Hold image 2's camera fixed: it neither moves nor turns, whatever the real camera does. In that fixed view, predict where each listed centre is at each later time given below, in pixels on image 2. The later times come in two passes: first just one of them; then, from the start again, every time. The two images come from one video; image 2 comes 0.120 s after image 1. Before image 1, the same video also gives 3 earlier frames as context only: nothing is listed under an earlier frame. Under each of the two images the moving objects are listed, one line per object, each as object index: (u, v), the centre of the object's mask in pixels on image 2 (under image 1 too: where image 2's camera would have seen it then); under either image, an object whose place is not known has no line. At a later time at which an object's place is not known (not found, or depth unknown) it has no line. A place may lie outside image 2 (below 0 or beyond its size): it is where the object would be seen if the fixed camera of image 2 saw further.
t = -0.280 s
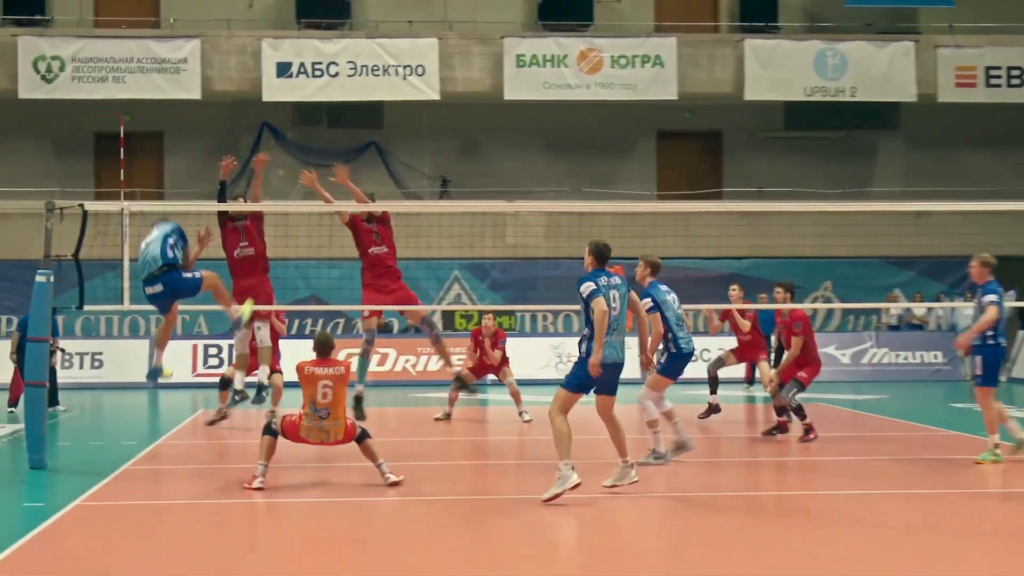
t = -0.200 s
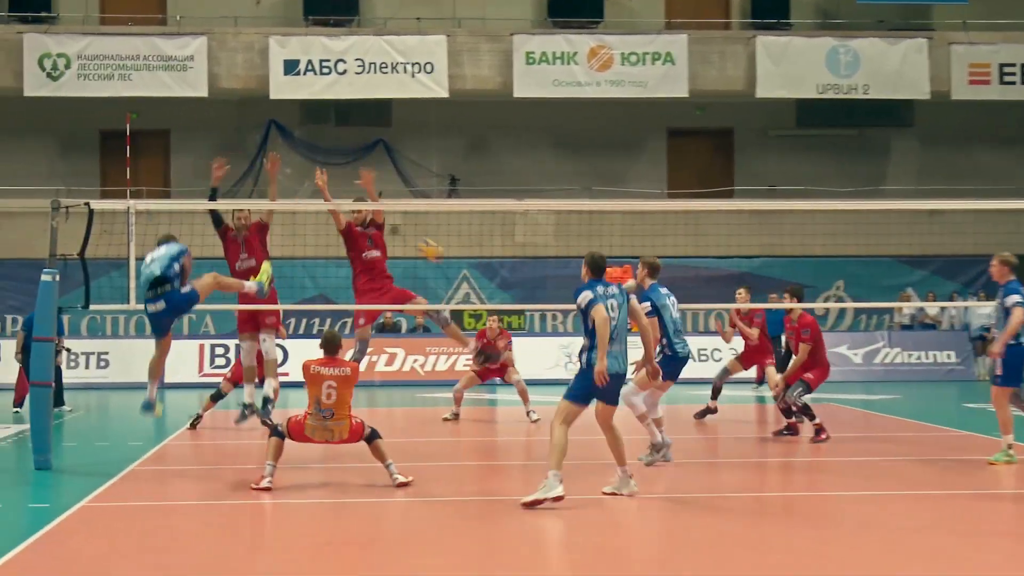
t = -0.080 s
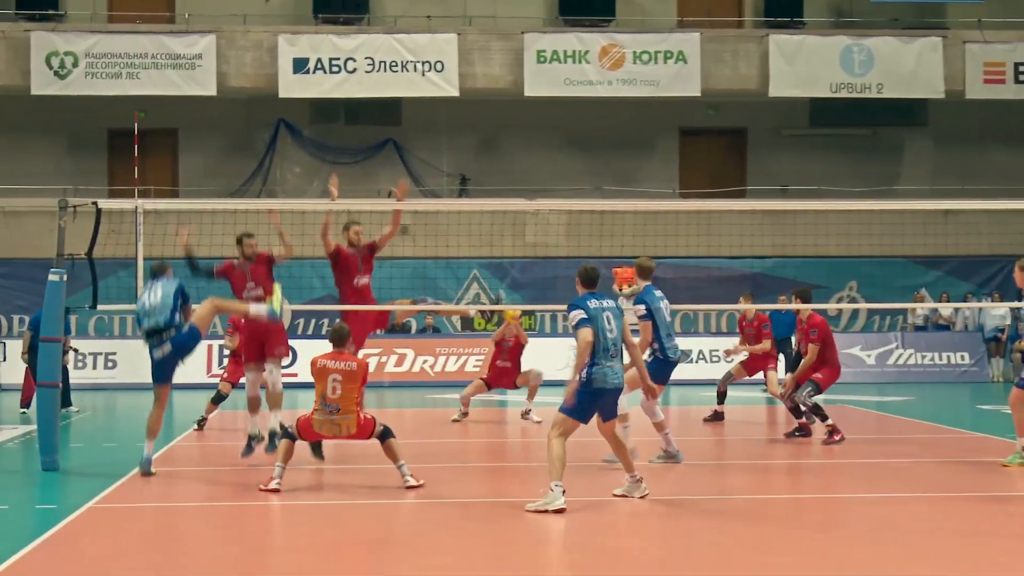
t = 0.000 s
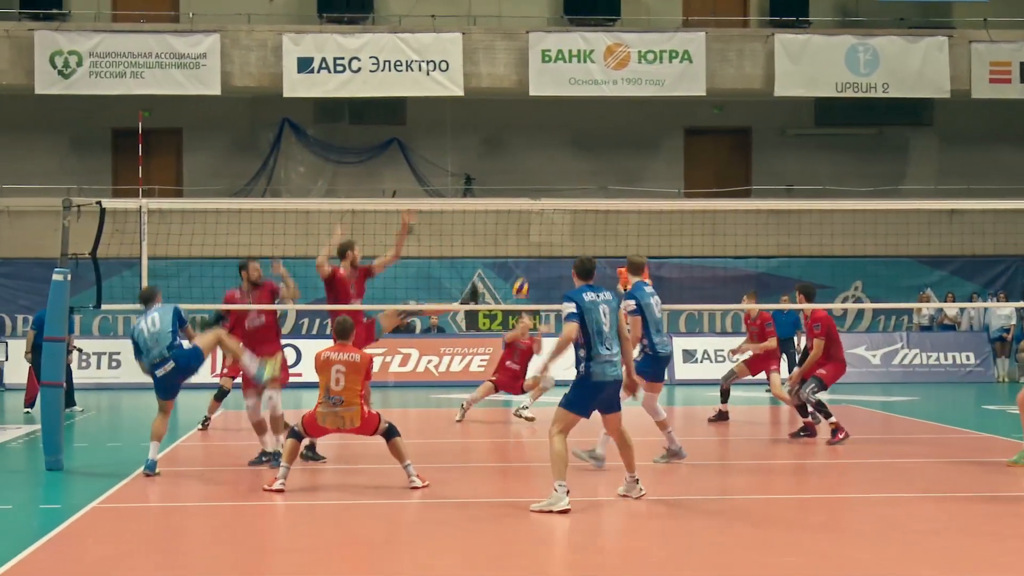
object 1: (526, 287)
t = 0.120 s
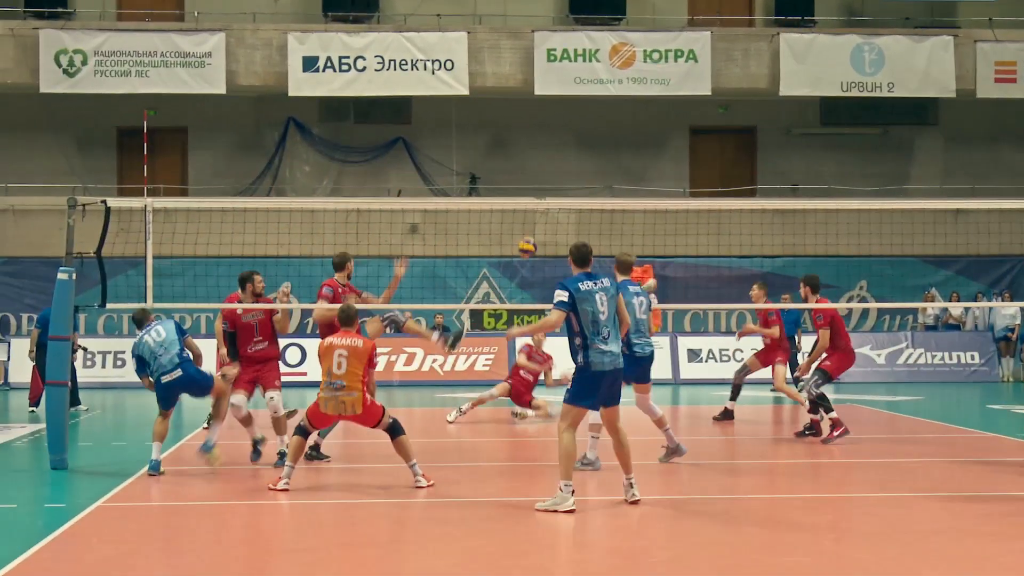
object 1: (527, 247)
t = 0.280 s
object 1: (528, 209)
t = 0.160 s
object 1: (527, 236)
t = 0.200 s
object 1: (528, 225)
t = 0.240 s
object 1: (527, 215)
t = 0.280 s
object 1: (528, 209)
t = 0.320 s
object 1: (527, 196)
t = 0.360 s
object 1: (525, 193)
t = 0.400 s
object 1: (524, 190)
